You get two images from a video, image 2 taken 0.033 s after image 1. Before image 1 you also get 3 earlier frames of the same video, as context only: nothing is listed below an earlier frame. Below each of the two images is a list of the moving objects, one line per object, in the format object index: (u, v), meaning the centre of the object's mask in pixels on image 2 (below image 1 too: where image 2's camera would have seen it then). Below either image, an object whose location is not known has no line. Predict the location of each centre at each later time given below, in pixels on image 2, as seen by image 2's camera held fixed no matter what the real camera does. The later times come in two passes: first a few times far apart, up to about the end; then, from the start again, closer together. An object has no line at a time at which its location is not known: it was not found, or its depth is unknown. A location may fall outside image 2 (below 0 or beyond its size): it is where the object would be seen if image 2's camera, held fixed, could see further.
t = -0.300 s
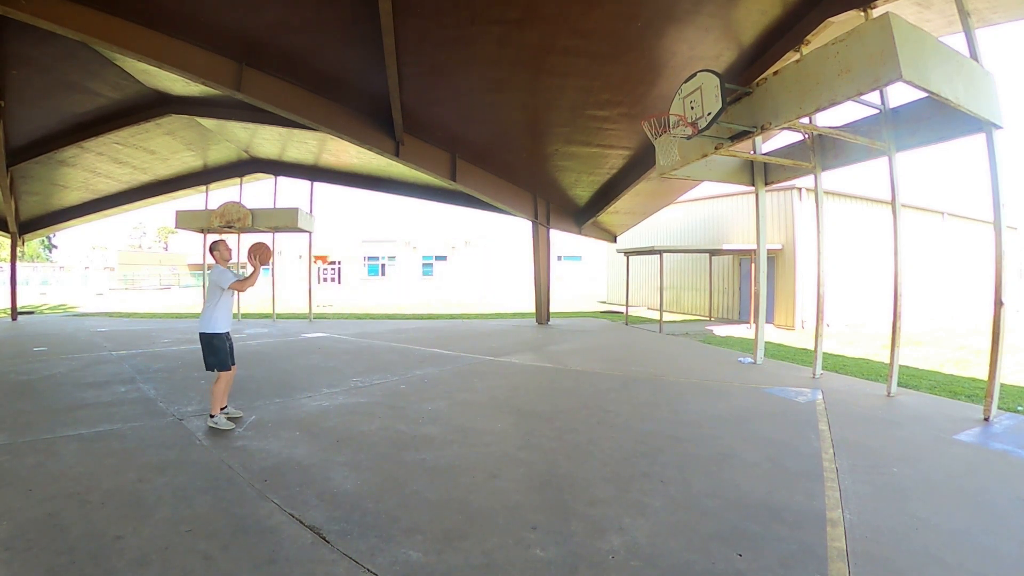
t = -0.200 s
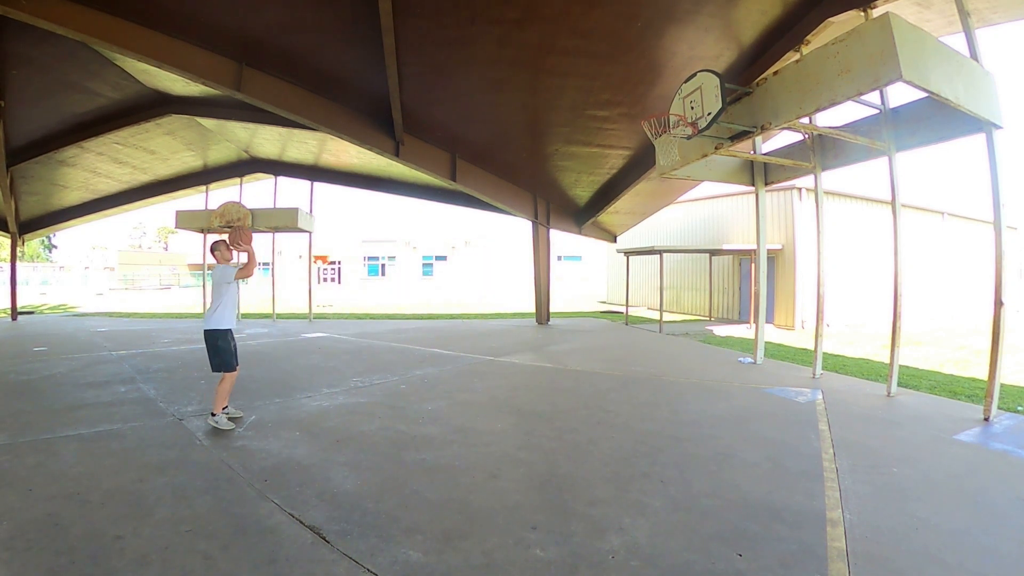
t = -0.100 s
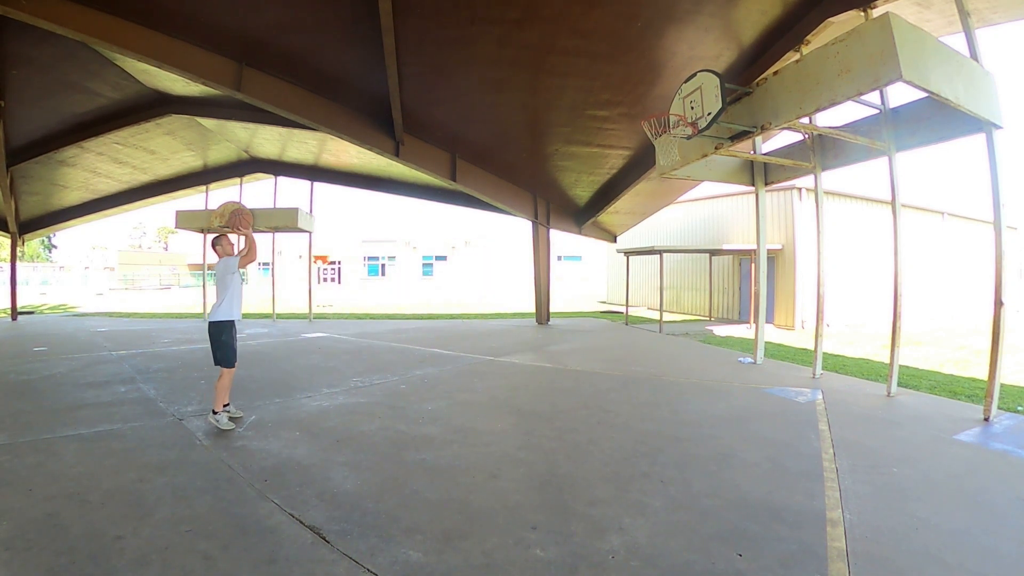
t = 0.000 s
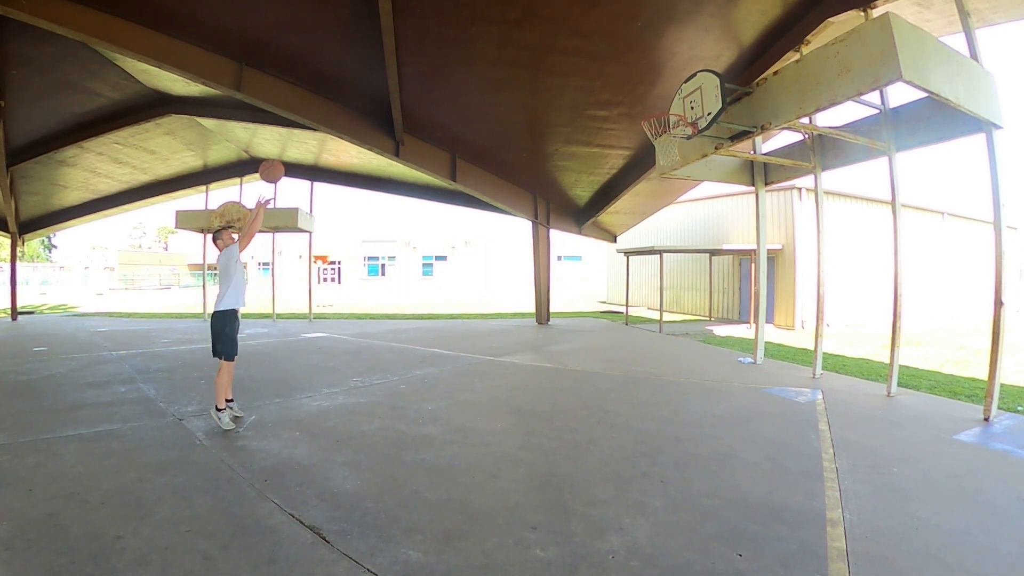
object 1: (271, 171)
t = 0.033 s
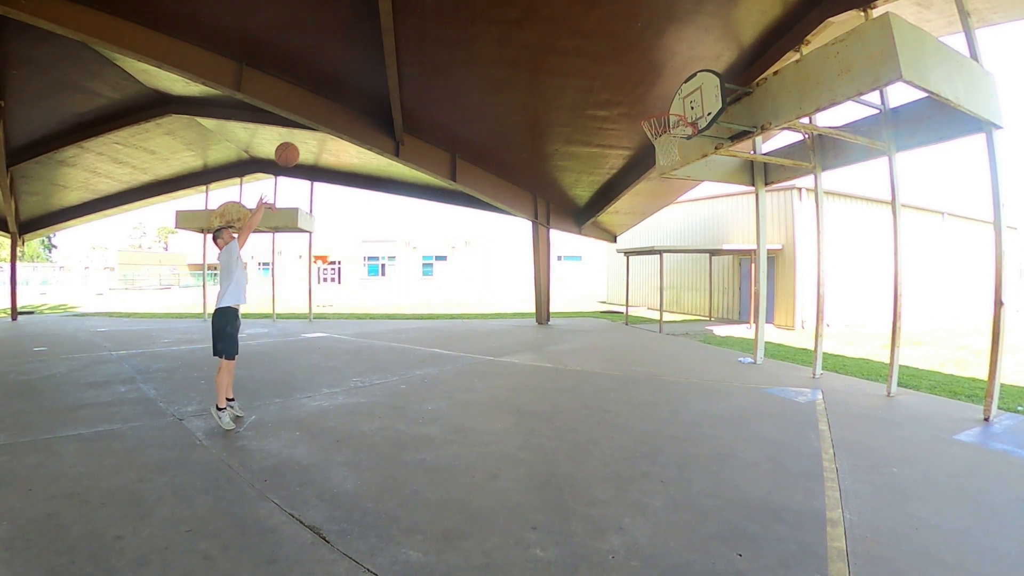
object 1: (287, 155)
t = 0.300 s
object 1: (412, 62)
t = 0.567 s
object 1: (530, 48)
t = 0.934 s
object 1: (670, 122)
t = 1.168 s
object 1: (663, 175)
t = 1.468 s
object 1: (645, 317)
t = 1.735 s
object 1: (597, 258)
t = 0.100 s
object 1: (319, 123)
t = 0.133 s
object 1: (334, 110)
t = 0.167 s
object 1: (350, 98)
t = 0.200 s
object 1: (366, 87)
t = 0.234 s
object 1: (382, 77)
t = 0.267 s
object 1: (397, 69)
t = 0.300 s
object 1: (412, 62)
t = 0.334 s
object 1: (428, 56)
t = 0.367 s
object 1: (443, 52)
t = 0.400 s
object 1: (458, 49)
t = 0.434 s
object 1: (472, 46)
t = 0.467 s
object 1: (487, 45)
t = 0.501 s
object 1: (501, 45)
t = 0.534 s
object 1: (516, 46)
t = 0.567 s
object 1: (530, 48)
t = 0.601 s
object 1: (544, 51)
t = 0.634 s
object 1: (558, 55)
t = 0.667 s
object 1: (572, 60)
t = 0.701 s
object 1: (585, 66)
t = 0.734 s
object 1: (599, 74)
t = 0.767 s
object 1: (613, 82)
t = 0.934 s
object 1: (670, 122)
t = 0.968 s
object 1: (676, 126)
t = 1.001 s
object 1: (677, 130)
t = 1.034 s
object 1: (674, 142)
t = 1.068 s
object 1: (670, 149)
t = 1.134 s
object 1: (666, 166)
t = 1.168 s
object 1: (663, 175)
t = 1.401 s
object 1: (649, 278)
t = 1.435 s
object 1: (647, 297)
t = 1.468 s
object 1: (645, 317)
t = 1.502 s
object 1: (642, 338)
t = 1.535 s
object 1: (640, 360)
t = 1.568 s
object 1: (637, 383)
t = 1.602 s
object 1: (634, 405)
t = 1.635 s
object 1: (633, 397)
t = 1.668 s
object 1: (625, 355)
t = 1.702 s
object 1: (613, 305)
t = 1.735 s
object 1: (597, 258)
